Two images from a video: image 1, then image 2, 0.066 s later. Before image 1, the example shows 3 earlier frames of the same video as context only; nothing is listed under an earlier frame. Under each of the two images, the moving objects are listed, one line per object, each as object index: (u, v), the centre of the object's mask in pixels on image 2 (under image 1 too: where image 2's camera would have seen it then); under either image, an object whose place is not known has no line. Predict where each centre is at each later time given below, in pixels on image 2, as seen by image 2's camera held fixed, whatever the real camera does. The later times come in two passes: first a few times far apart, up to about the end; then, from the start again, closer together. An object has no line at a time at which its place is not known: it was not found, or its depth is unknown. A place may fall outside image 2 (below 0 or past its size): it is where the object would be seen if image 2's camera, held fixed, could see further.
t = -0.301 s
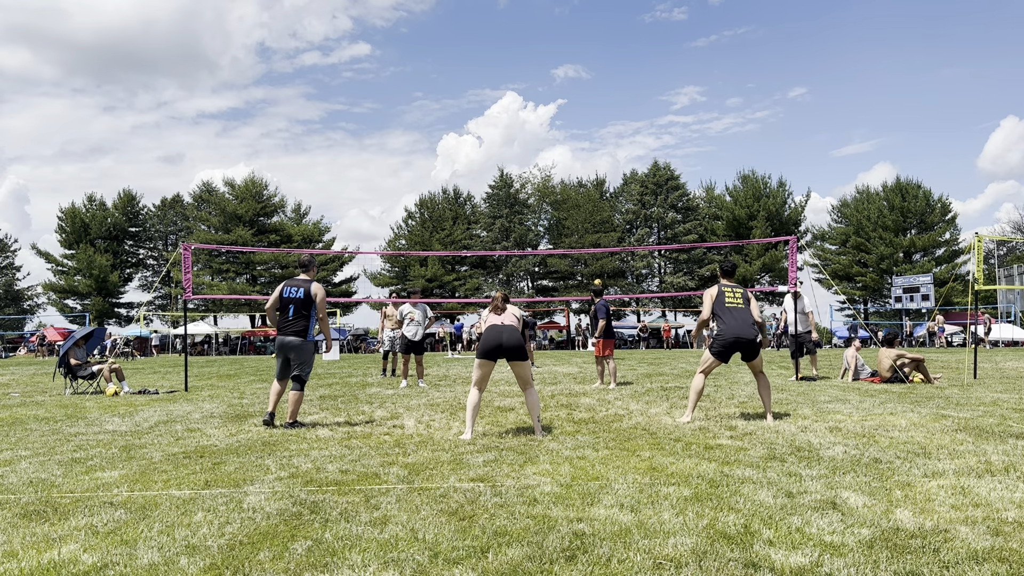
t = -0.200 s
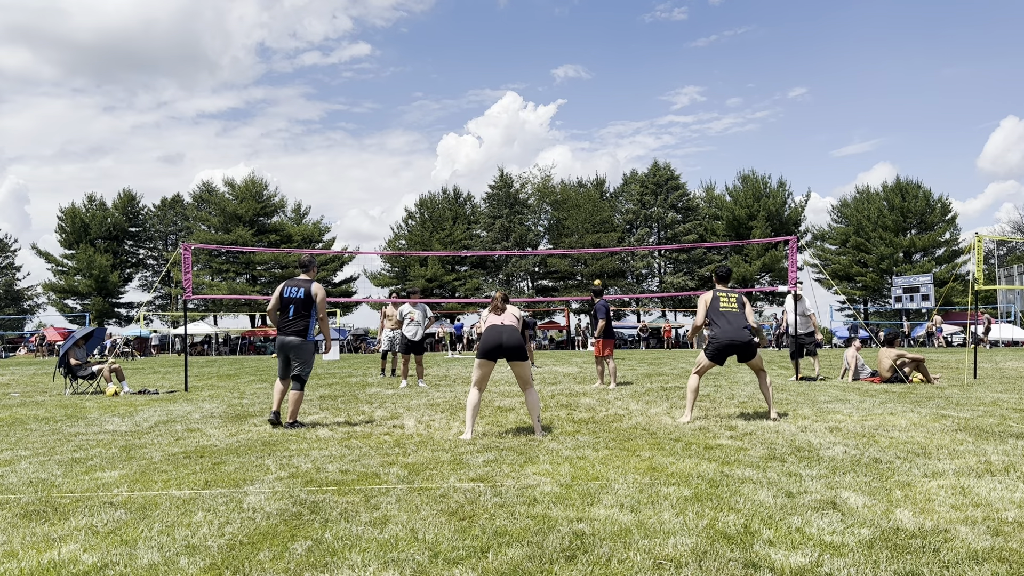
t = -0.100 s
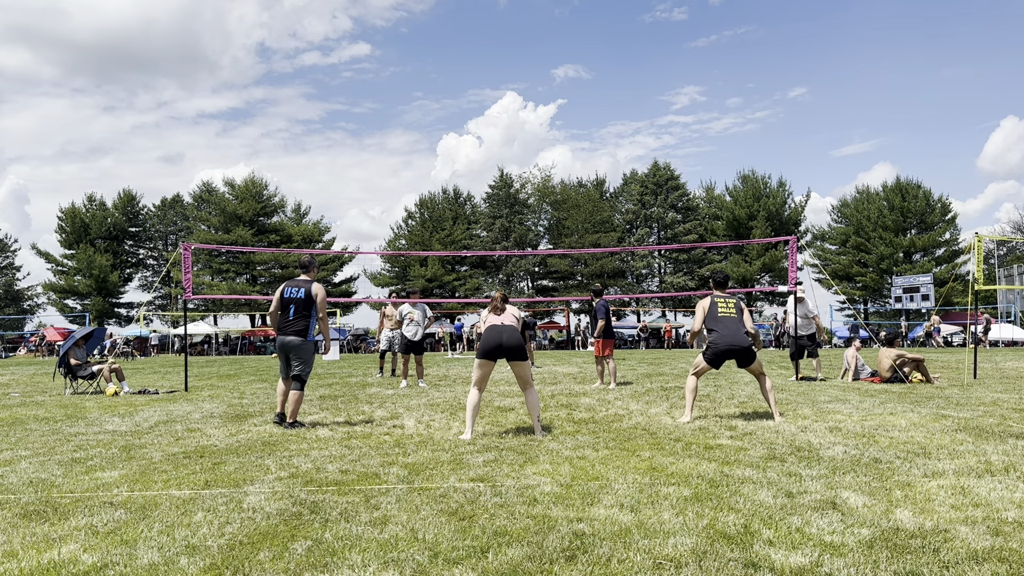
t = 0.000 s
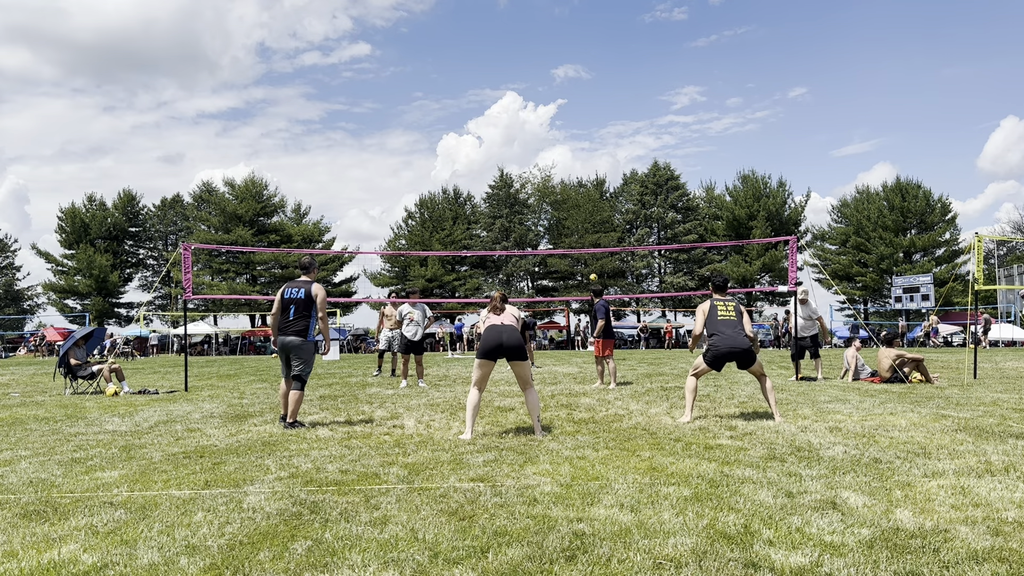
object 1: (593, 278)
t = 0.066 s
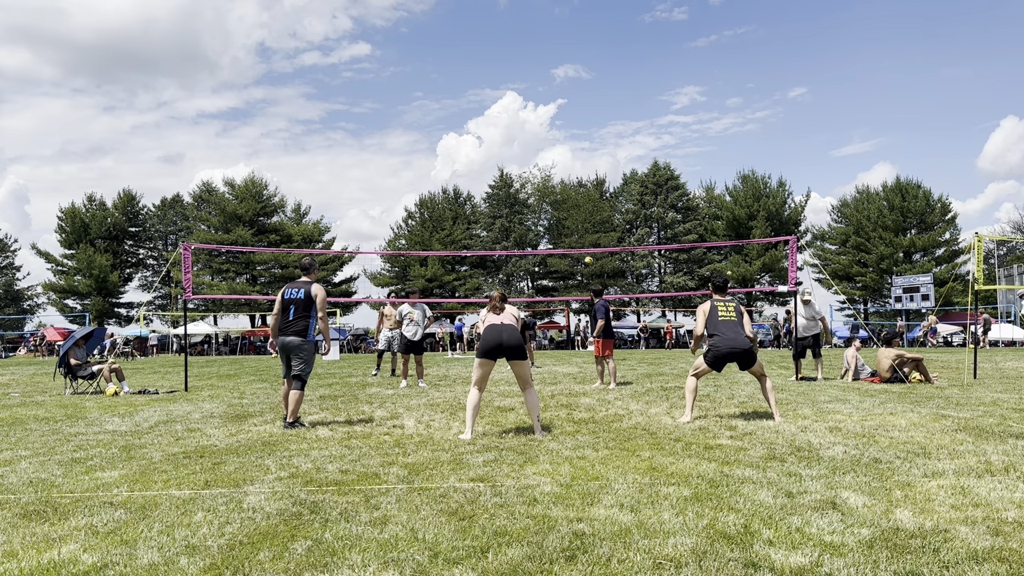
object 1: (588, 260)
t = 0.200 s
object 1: (579, 226)
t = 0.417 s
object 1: (566, 175)
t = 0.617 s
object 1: (548, 128)
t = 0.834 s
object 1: (521, 89)
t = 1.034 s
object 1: (488, 65)
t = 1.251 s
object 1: (434, 64)
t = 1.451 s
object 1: (349, 119)
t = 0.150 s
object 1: (582, 239)
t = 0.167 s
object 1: (581, 234)
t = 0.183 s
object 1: (580, 231)
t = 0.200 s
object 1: (579, 226)
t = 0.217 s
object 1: (578, 222)
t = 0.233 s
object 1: (577, 217)
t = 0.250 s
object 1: (575, 213)
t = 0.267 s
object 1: (574, 209)
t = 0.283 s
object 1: (573, 205)
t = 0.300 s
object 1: (572, 201)
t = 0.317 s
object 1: (571, 197)
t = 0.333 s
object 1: (570, 193)
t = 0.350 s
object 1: (569, 189)
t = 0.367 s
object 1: (568, 185)
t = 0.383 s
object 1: (567, 182)
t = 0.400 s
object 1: (567, 178)
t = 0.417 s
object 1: (566, 175)
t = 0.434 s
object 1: (565, 170)
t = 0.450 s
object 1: (563, 167)
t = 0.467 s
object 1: (562, 163)
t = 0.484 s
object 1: (561, 158)
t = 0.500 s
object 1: (559, 155)
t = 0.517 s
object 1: (558, 151)
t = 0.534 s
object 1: (556, 147)
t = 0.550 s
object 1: (555, 143)
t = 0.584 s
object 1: (552, 135)
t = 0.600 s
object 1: (550, 132)
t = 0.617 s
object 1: (548, 128)
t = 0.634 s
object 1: (546, 125)
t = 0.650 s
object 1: (544, 122)
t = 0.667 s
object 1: (543, 118)
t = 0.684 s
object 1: (541, 115)
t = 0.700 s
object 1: (539, 111)
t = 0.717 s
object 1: (537, 109)
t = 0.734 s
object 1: (535, 105)
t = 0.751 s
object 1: (533, 102)
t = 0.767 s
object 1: (531, 99)
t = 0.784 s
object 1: (528, 97)
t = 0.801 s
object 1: (526, 94)
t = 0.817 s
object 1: (524, 91)
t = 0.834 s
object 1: (521, 89)
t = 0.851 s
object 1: (519, 86)
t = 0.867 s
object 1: (517, 84)
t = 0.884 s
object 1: (514, 82)
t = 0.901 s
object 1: (511, 79)
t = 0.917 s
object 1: (509, 77)
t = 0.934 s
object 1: (506, 75)
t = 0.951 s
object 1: (503, 73)
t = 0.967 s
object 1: (501, 71)
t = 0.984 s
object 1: (498, 69)
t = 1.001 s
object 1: (495, 68)
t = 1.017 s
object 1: (491, 66)
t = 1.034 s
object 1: (488, 65)
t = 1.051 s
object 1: (485, 63)
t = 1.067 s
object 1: (481, 62)
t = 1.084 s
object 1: (478, 61)
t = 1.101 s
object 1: (474, 60)
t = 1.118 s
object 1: (470, 60)
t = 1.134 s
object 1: (466, 59)
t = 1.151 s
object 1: (462, 59)
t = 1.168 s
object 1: (458, 59)
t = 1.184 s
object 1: (453, 60)
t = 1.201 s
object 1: (448, 60)
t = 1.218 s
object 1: (444, 61)
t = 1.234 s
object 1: (439, 62)
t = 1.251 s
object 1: (434, 64)
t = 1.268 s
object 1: (428, 65)
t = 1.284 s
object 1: (423, 68)
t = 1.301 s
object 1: (417, 70)
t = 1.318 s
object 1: (411, 73)
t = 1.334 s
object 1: (404, 77)
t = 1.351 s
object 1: (398, 81)
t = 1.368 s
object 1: (391, 85)
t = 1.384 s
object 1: (383, 90)
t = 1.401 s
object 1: (376, 96)
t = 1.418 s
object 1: (367, 103)
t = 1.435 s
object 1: (359, 111)
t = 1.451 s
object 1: (349, 119)
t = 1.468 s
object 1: (339, 129)
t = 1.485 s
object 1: (328, 139)
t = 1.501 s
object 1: (317, 151)
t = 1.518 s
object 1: (304, 164)
